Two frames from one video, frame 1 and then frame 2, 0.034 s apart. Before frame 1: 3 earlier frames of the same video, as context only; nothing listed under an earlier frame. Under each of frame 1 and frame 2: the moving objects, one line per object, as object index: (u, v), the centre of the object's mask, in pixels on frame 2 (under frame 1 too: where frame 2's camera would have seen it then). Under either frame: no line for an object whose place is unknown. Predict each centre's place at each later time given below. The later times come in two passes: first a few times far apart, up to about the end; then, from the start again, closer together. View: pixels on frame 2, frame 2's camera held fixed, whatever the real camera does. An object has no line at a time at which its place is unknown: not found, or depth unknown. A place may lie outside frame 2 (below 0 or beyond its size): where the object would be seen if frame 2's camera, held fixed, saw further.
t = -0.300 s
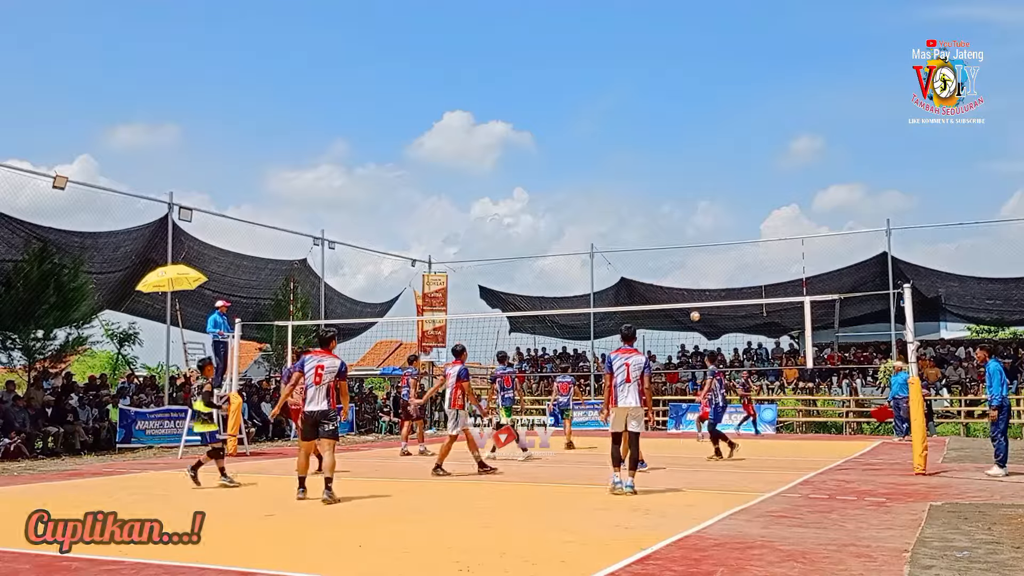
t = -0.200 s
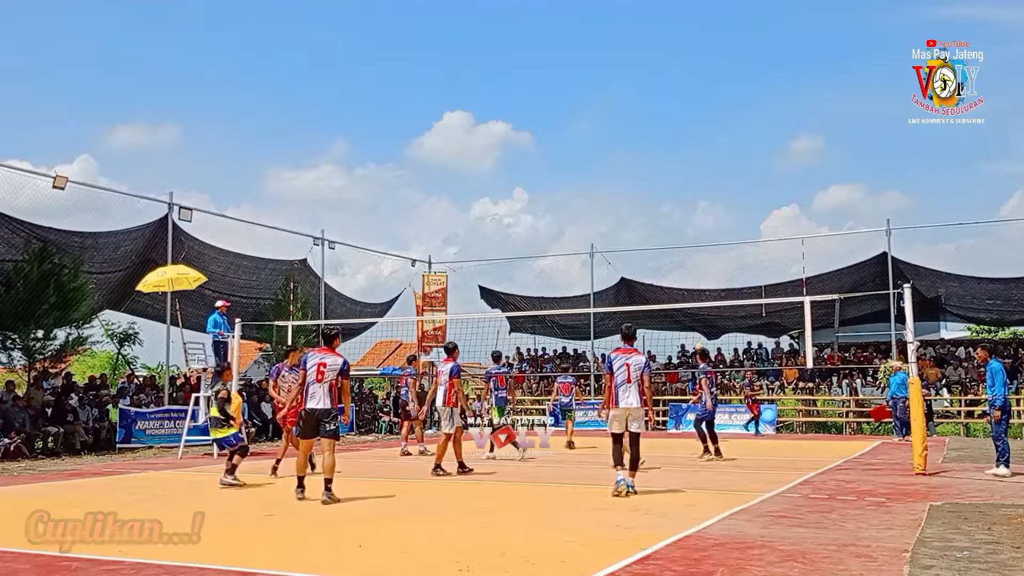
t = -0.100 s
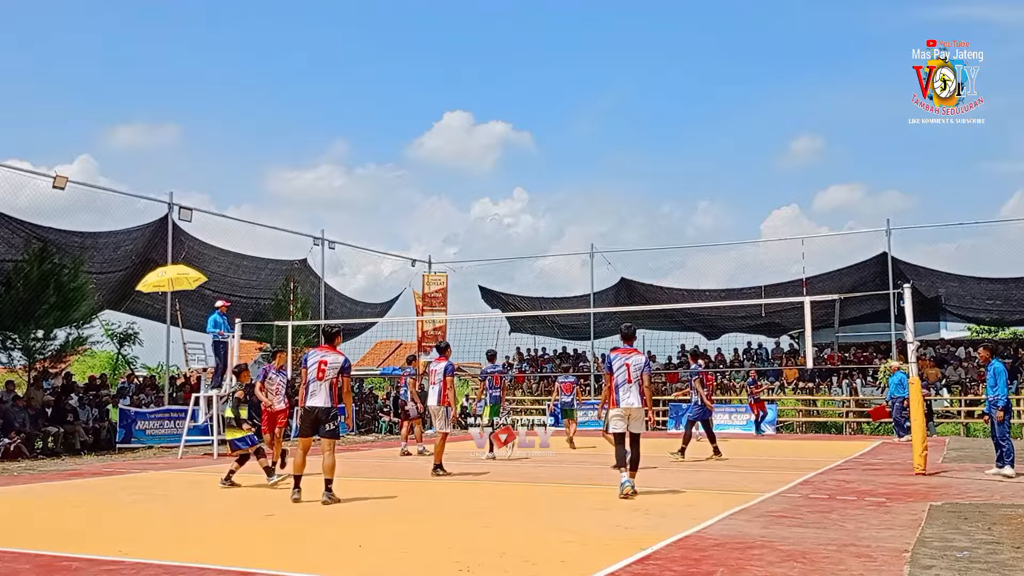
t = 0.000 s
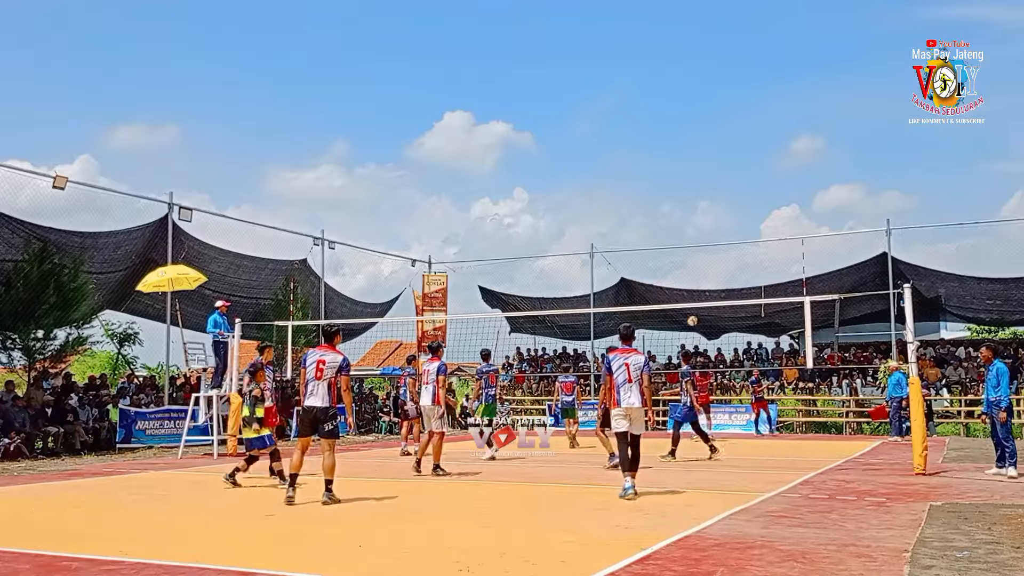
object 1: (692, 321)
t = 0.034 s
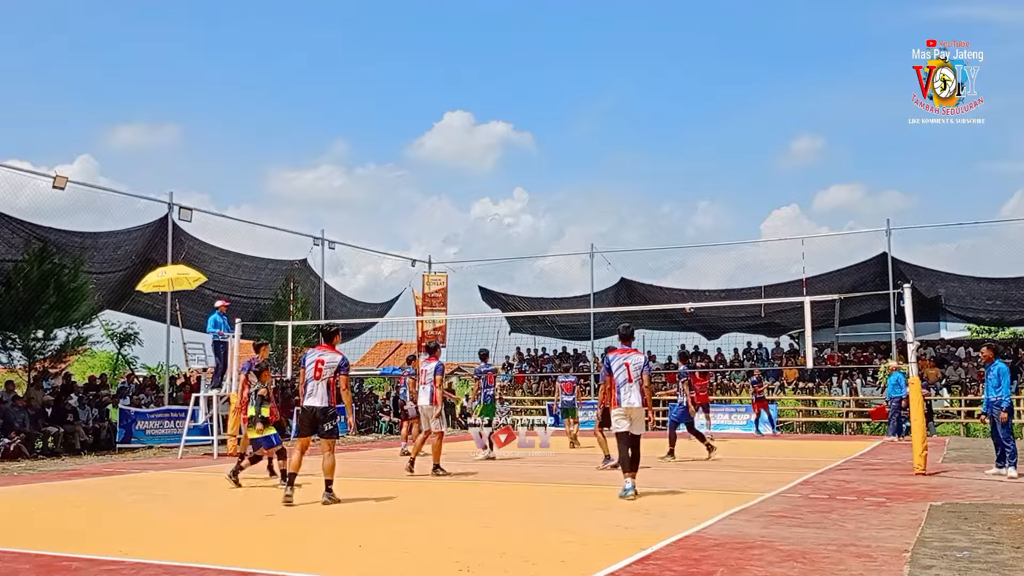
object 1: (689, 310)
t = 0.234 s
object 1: (675, 232)
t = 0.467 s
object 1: (659, 163)
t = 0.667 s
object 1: (645, 120)
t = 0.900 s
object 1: (628, 94)
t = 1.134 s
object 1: (611, 98)
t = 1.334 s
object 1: (596, 133)
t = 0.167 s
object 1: (680, 256)
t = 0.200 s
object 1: (678, 243)
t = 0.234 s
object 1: (675, 232)
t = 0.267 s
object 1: (674, 221)
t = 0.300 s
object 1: (671, 210)
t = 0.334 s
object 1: (669, 200)
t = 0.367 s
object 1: (666, 190)
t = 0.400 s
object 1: (664, 181)
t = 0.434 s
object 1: (661, 171)
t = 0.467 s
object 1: (659, 163)
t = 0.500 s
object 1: (657, 155)
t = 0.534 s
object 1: (655, 146)
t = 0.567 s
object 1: (652, 139)
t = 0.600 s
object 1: (650, 132)
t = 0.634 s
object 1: (647, 126)
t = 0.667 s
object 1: (645, 120)
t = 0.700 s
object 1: (643, 115)
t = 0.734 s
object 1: (640, 110)
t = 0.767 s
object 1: (638, 105)
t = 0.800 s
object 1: (636, 102)
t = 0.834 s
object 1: (633, 98)
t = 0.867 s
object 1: (630, 96)
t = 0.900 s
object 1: (628, 94)
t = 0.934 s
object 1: (626, 93)
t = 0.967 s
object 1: (624, 92)
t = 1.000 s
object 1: (621, 91)
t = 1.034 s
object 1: (618, 92)
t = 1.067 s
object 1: (616, 93)
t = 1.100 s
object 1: (613, 96)
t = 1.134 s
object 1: (611, 98)
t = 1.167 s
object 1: (609, 102)
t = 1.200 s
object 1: (607, 106)
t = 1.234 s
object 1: (604, 111)
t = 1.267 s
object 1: (601, 118)
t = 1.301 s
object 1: (599, 124)
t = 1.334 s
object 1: (596, 133)
